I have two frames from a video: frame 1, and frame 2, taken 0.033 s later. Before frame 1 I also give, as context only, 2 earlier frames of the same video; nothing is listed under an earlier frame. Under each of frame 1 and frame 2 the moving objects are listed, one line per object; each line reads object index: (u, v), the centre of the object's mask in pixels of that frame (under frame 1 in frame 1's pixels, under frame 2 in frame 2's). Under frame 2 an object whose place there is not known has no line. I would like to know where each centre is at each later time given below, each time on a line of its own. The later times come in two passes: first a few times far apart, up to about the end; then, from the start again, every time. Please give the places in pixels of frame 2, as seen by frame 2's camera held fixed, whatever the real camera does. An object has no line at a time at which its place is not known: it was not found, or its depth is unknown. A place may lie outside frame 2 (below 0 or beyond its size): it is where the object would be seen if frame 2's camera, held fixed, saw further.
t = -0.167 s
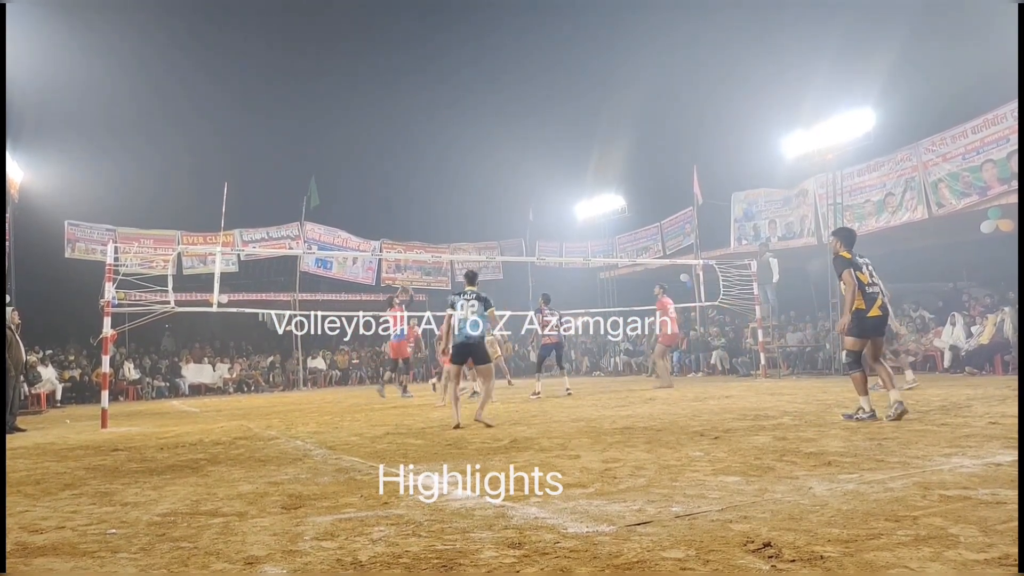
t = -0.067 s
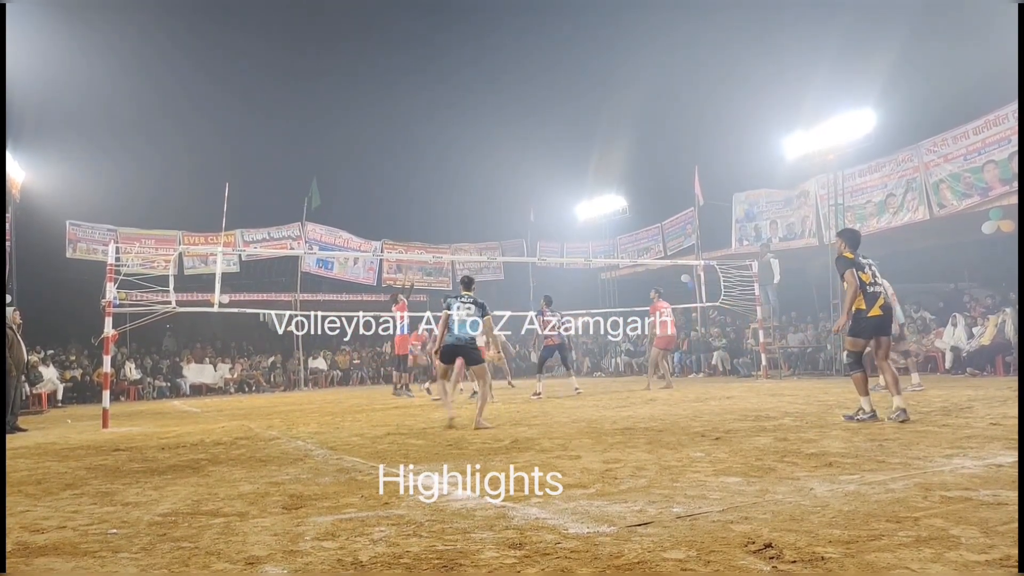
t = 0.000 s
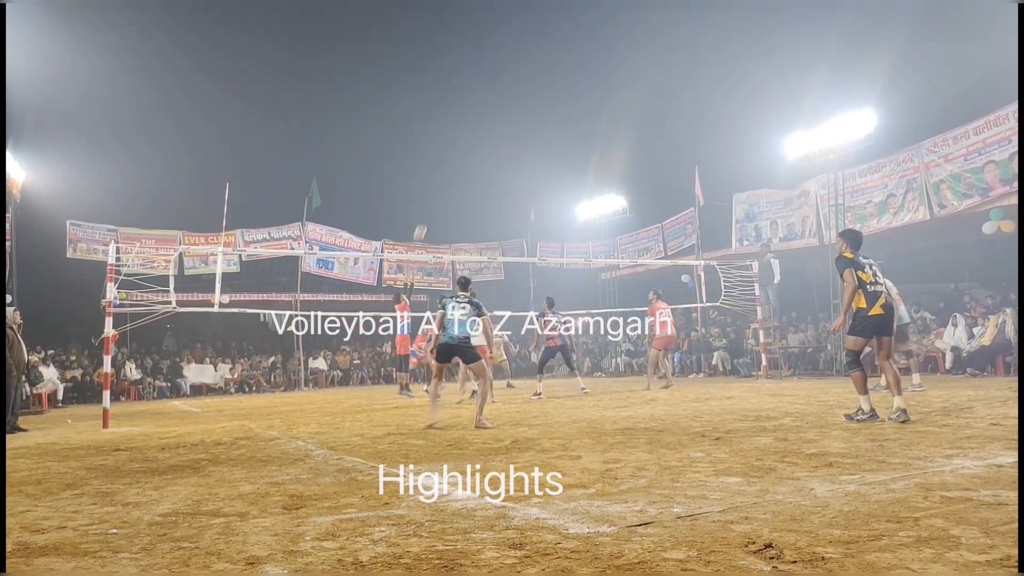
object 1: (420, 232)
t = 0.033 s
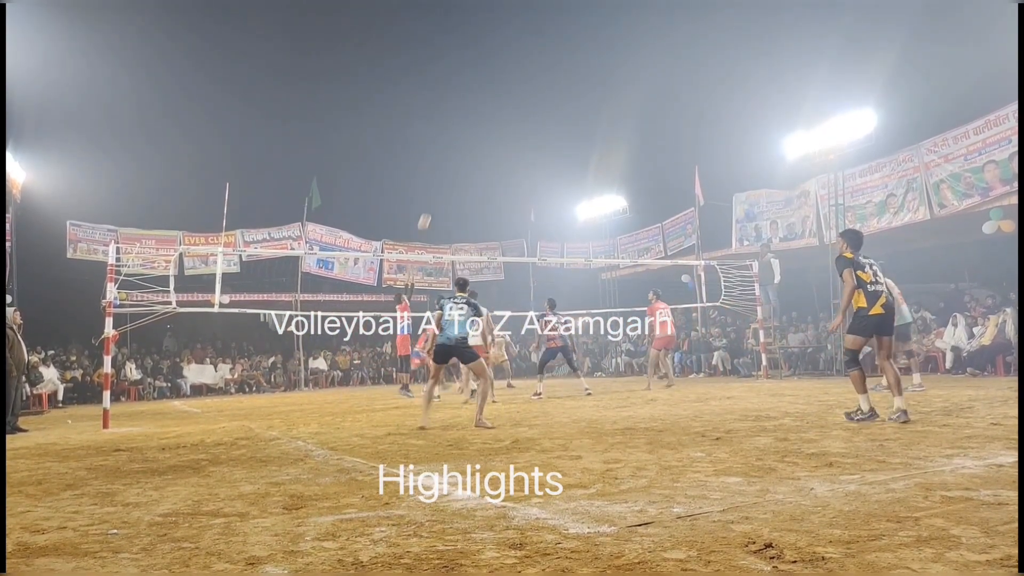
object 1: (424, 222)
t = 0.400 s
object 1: (471, 137)
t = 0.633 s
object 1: (501, 118)
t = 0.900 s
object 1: (533, 127)
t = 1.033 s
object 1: (550, 144)
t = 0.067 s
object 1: (429, 211)
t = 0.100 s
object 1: (433, 201)
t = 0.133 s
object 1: (437, 191)
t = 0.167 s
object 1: (442, 183)
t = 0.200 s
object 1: (446, 175)
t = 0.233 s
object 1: (450, 167)
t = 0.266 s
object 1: (454, 160)
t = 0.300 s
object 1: (459, 153)
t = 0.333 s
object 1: (463, 147)
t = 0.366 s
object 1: (467, 142)
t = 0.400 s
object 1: (471, 137)
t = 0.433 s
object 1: (476, 133)
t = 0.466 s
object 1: (480, 129)
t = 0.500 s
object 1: (484, 126)
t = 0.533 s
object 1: (488, 123)
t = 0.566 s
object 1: (492, 121)
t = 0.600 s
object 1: (496, 119)
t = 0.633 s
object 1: (501, 118)
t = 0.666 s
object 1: (505, 118)
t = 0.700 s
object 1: (509, 117)
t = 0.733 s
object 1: (513, 118)
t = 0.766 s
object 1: (517, 119)
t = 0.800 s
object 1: (521, 120)
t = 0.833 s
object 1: (525, 122)
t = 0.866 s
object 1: (529, 124)
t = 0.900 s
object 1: (533, 127)
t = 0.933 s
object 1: (538, 130)
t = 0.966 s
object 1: (542, 134)
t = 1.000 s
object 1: (546, 138)
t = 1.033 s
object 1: (550, 144)
